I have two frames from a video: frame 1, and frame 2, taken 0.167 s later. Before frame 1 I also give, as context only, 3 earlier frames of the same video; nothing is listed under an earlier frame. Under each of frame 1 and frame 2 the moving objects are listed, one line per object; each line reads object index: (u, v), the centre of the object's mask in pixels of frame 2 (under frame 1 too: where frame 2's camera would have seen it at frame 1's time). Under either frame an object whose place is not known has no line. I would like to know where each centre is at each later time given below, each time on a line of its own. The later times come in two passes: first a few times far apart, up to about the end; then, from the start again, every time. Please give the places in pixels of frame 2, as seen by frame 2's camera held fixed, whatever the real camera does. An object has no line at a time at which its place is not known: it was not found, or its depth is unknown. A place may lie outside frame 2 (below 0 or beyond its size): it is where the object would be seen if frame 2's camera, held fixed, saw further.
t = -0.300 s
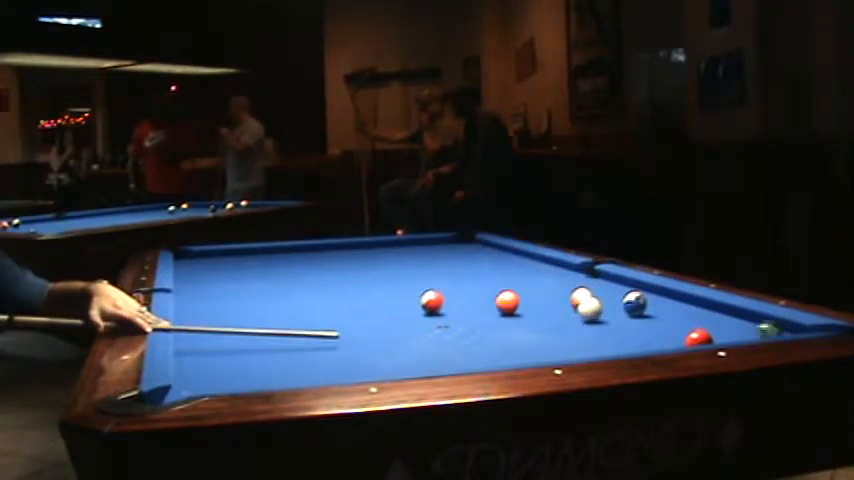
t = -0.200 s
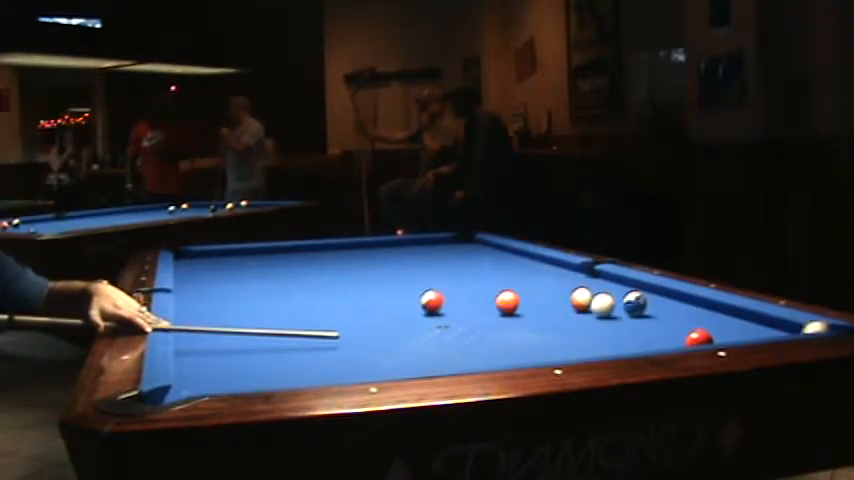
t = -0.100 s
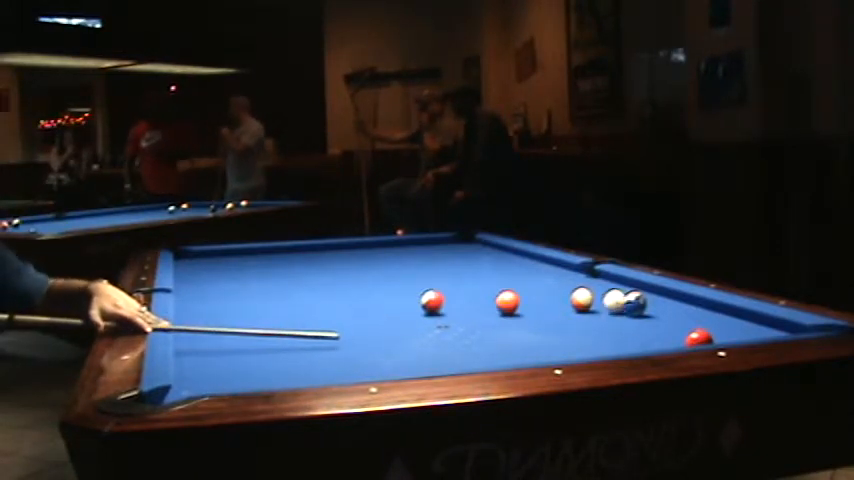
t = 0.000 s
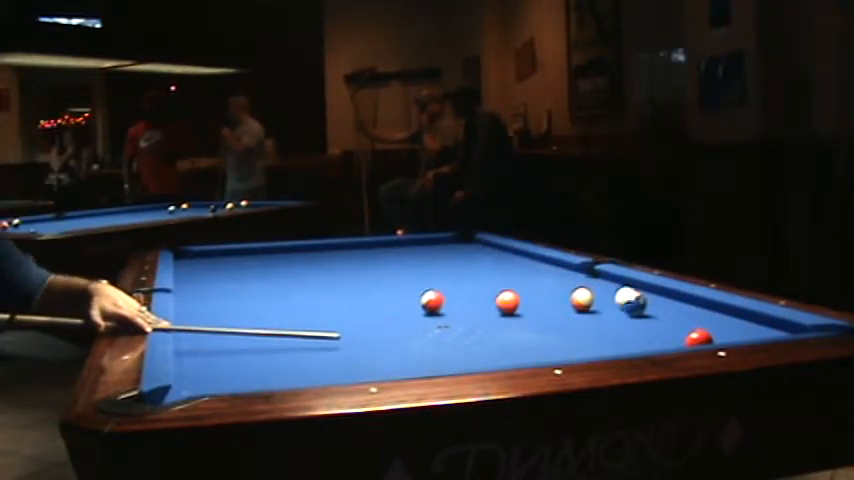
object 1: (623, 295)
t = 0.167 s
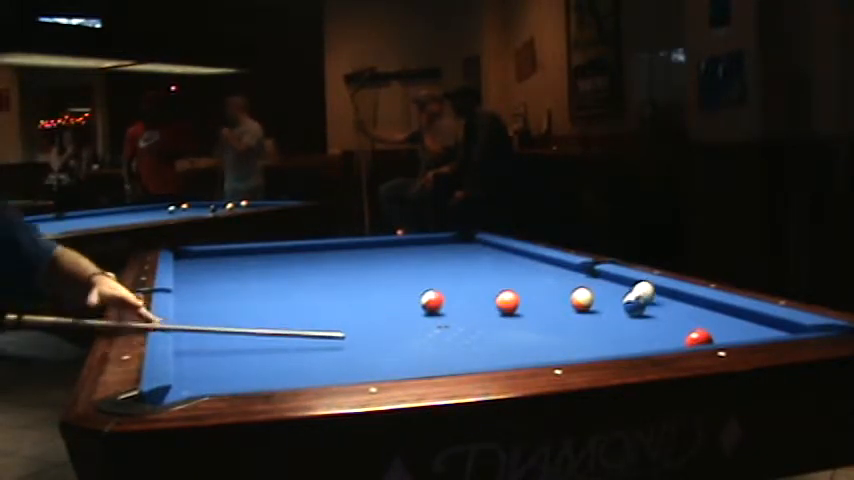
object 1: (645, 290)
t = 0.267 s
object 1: (653, 289)
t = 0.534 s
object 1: (616, 286)
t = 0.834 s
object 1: (574, 282)
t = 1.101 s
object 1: (541, 281)
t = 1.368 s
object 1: (511, 279)
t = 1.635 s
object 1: (483, 277)
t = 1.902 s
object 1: (459, 275)
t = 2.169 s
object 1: (436, 274)
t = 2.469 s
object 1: (414, 272)
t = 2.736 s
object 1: (397, 270)
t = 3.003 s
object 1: (380, 269)
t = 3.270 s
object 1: (366, 268)
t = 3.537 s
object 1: (354, 267)
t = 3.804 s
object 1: (343, 266)
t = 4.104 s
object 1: (333, 265)
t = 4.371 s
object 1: (324, 265)
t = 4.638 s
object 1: (318, 264)
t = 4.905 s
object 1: (312, 264)
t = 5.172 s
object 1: (307, 264)
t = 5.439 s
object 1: (304, 263)
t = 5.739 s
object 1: (302, 263)
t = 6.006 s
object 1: (301, 263)
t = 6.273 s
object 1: (301, 263)
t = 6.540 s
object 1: (300, 263)
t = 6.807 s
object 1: (300, 263)
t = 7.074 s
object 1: (300, 263)
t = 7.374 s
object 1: (301, 262)
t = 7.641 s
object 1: (301, 262)
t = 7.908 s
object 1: (301, 262)
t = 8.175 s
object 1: (300, 262)
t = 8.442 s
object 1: (300, 262)
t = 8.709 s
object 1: (300, 263)
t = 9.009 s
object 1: (300, 262)
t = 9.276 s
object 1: (300, 263)
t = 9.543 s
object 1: (300, 263)
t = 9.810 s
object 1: (300, 263)
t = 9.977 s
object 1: (301, 262)
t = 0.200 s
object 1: (647, 290)
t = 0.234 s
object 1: (650, 289)
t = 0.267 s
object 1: (653, 289)
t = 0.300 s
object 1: (652, 288)
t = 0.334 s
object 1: (647, 288)
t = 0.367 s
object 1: (642, 286)
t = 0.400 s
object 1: (636, 285)
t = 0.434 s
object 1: (630, 285)
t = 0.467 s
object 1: (626, 285)
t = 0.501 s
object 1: (621, 286)
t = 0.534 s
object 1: (616, 286)
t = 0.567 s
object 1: (612, 286)
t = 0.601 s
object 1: (607, 285)
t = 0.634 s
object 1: (602, 285)
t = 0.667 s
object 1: (597, 285)
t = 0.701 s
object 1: (594, 284)
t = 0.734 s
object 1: (589, 283)
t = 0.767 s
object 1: (584, 282)
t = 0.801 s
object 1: (579, 282)
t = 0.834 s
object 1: (574, 282)
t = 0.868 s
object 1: (570, 282)
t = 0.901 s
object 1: (566, 283)
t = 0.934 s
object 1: (562, 283)
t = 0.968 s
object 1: (557, 282)
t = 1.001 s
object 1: (553, 282)
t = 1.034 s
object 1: (549, 282)
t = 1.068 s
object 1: (545, 282)
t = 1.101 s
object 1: (541, 281)
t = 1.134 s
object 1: (537, 281)
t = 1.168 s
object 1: (533, 281)
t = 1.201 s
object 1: (530, 281)
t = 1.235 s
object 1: (526, 280)
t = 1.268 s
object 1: (522, 280)
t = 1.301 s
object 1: (518, 280)
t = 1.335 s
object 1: (515, 280)
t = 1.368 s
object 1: (511, 279)
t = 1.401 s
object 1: (507, 279)
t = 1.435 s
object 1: (504, 279)
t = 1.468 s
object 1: (500, 278)
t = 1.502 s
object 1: (496, 278)
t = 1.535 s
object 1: (493, 278)
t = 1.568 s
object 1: (490, 278)
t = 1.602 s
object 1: (486, 278)
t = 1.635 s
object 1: (483, 277)
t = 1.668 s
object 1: (480, 277)
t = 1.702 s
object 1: (477, 277)
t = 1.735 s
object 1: (474, 277)
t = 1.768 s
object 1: (471, 277)
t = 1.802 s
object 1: (468, 276)
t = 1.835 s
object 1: (464, 276)
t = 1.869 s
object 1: (461, 276)
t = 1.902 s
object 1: (459, 275)
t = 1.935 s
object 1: (456, 275)
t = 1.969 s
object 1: (453, 275)
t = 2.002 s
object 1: (450, 275)
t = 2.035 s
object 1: (447, 275)
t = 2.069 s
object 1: (444, 274)
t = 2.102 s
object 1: (441, 274)
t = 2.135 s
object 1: (439, 274)
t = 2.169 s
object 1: (436, 274)
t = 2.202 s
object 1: (433, 273)
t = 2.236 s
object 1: (431, 273)
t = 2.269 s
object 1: (429, 273)
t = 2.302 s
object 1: (426, 273)
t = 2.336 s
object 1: (423, 273)
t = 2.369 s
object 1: (421, 272)
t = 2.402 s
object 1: (418, 272)
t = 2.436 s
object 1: (416, 272)
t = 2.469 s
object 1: (414, 272)
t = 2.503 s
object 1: (411, 272)
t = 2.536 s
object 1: (409, 271)
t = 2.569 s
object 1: (407, 271)
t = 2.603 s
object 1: (405, 271)
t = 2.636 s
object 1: (402, 271)
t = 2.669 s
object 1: (400, 271)
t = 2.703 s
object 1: (399, 270)
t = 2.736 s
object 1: (397, 270)
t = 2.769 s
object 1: (394, 270)
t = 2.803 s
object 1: (393, 270)
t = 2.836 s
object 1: (391, 270)
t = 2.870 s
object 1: (388, 269)
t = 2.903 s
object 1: (387, 269)
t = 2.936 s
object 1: (384, 269)
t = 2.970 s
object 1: (382, 269)
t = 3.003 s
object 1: (380, 269)
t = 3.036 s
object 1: (379, 269)
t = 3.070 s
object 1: (377, 269)
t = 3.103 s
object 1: (375, 269)
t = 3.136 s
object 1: (373, 268)
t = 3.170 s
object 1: (371, 268)
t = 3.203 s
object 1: (370, 268)
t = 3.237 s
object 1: (368, 268)
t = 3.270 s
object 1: (366, 268)
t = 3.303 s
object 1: (365, 268)
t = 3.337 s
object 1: (363, 268)
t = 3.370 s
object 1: (361, 268)
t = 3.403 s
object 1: (360, 268)
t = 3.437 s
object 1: (358, 268)
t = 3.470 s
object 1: (357, 267)
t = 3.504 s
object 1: (356, 267)
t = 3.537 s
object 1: (354, 267)
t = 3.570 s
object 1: (353, 267)
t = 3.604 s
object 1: (351, 267)
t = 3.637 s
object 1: (350, 267)
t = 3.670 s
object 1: (348, 267)
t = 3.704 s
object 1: (347, 266)
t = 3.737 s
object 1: (346, 266)
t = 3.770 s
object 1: (345, 266)
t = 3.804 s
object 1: (343, 266)
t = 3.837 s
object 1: (342, 266)
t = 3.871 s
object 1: (340, 266)
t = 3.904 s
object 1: (339, 266)
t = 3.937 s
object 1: (338, 266)
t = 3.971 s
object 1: (337, 266)
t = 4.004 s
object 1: (336, 266)
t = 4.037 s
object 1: (334, 266)
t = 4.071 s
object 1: (334, 266)
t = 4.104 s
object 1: (333, 265)
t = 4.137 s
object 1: (332, 265)
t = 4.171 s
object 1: (330, 265)
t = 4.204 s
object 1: (329, 265)
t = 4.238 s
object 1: (328, 265)
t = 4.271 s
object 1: (328, 265)
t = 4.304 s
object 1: (327, 265)
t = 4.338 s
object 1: (325, 265)
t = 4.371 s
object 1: (324, 265)
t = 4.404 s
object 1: (324, 265)
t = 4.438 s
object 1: (323, 265)
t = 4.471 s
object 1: (322, 265)
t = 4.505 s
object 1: (321, 264)
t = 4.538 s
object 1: (320, 264)
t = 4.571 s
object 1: (319, 264)
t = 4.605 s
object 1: (319, 264)
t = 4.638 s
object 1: (318, 264)
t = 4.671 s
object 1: (317, 264)
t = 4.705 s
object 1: (316, 264)
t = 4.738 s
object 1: (315, 264)
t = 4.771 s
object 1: (315, 264)
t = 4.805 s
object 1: (314, 264)
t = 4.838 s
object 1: (314, 264)
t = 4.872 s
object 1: (313, 264)
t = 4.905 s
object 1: (312, 264)
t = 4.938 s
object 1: (311, 264)
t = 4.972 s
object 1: (311, 263)
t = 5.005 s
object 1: (310, 263)
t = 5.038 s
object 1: (309, 264)
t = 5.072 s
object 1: (309, 264)
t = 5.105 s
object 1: (308, 264)
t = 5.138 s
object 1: (308, 263)
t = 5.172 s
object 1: (307, 264)
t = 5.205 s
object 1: (307, 263)
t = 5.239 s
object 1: (306, 263)
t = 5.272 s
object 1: (306, 263)
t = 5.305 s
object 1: (305, 263)
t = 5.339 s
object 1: (305, 263)
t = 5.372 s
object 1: (304, 263)
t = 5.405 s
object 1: (304, 263)
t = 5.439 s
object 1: (304, 263)
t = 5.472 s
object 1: (304, 263)
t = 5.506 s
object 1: (303, 263)
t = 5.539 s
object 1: (303, 263)
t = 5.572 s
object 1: (303, 263)
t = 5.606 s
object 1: (303, 263)
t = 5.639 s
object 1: (303, 263)
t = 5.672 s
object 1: (303, 263)
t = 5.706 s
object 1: (302, 263)
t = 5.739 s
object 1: (302, 263)
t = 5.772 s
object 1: (302, 263)
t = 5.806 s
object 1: (301, 263)
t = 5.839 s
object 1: (301, 263)
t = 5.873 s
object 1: (301, 263)
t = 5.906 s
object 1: (301, 263)
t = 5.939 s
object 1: (301, 263)
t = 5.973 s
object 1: (301, 263)
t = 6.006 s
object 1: (301, 263)
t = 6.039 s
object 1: (301, 263)
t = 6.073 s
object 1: (301, 263)
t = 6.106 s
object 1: (301, 263)
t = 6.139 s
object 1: (301, 263)
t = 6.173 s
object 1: (301, 263)
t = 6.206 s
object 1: (301, 263)
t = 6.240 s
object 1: (301, 263)
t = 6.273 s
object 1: (301, 263)
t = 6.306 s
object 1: (301, 263)
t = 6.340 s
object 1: (301, 263)
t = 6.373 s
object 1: (301, 262)
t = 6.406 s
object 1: (300, 263)
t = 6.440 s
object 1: (300, 263)
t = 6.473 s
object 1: (300, 263)
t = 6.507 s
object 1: (300, 263)
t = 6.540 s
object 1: (300, 263)
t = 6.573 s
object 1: (300, 263)
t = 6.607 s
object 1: (301, 263)
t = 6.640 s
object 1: (301, 263)
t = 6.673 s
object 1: (300, 263)
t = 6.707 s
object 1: (301, 263)
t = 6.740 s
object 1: (300, 263)
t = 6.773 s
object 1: (301, 262)
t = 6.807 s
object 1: (300, 263)
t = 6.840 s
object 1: (300, 263)
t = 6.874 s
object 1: (300, 263)
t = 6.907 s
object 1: (300, 263)
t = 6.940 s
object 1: (300, 263)
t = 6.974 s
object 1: (300, 263)
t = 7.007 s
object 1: (300, 263)
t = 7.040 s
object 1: (300, 263)
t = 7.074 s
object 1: (300, 263)
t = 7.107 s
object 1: (300, 263)
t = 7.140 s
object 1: (300, 263)
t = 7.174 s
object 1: (300, 263)
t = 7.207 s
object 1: (301, 263)
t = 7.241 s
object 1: (300, 263)
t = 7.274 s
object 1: (300, 263)
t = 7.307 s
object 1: (300, 263)
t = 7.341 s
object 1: (300, 263)
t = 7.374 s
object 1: (301, 262)
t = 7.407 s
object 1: (301, 262)
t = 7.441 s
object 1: (300, 263)
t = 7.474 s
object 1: (300, 263)
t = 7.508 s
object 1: (301, 262)
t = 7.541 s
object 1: (301, 262)
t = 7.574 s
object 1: (300, 263)
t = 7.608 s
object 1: (300, 263)
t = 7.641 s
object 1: (301, 262)
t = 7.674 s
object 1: (300, 263)
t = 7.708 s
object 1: (300, 263)
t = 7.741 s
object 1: (301, 262)
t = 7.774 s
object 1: (300, 262)
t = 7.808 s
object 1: (300, 263)
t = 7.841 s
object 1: (301, 262)
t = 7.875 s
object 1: (301, 262)
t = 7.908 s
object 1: (301, 262)
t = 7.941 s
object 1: (301, 262)
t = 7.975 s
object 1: (300, 262)
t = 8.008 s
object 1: (301, 262)
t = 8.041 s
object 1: (301, 262)
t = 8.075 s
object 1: (301, 262)
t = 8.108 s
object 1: (300, 262)
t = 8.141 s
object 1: (300, 262)
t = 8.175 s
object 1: (300, 262)
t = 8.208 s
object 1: (301, 262)
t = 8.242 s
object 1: (301, 262)
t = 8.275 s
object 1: (301, 262)
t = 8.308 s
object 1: (301, 262)
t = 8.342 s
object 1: (301, 262)
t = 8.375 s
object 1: (300, 262)
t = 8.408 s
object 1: (300, 262)
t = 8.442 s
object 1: (300, 262)
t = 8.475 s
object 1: (300, 262)
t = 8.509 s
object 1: (300, 262)
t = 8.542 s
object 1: (300, 262)
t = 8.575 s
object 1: (301, 262)
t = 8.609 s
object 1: (300, 263)
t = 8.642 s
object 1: (300, 263)
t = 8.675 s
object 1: (300, 263)
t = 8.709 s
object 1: (300, 263)
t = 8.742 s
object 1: (301, 262)
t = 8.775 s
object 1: (300, 262)
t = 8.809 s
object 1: (300, 262)
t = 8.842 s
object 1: (300, 262)
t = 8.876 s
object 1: (301, 262)
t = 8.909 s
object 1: (301, 263)
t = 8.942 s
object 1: (301, 262)
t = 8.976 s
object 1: (300, 262)
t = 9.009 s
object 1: (300, 262)
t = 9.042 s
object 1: (300, 262)
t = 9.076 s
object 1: (300, 263)
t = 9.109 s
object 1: (300, 263)
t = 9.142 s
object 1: (300, 263)
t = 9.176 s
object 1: (300, 263)
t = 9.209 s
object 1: (300, 263)
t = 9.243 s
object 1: (300, 263)
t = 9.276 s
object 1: (300, 263)
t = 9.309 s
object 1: (300, 263)
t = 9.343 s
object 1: (300, 263)
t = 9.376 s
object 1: (300, 263)
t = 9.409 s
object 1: (300, 263)
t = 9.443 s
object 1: (300, 263)
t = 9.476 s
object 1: (300, 263)
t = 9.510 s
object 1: (301, 262)
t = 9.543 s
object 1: (300, 263)
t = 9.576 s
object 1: (300, 263)
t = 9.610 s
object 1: (301, 262)
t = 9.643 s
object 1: (300, 263)
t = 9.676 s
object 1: (300, 263)
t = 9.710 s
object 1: (300, 263)
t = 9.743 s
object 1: (300, 263)
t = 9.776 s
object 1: (300, 263)
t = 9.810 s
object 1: (300, 263)
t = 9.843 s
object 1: (300, 263)
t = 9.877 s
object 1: (300, 263)
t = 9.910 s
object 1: (300, 263)
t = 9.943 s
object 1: (300, 263)
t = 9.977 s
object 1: (301, 262)
